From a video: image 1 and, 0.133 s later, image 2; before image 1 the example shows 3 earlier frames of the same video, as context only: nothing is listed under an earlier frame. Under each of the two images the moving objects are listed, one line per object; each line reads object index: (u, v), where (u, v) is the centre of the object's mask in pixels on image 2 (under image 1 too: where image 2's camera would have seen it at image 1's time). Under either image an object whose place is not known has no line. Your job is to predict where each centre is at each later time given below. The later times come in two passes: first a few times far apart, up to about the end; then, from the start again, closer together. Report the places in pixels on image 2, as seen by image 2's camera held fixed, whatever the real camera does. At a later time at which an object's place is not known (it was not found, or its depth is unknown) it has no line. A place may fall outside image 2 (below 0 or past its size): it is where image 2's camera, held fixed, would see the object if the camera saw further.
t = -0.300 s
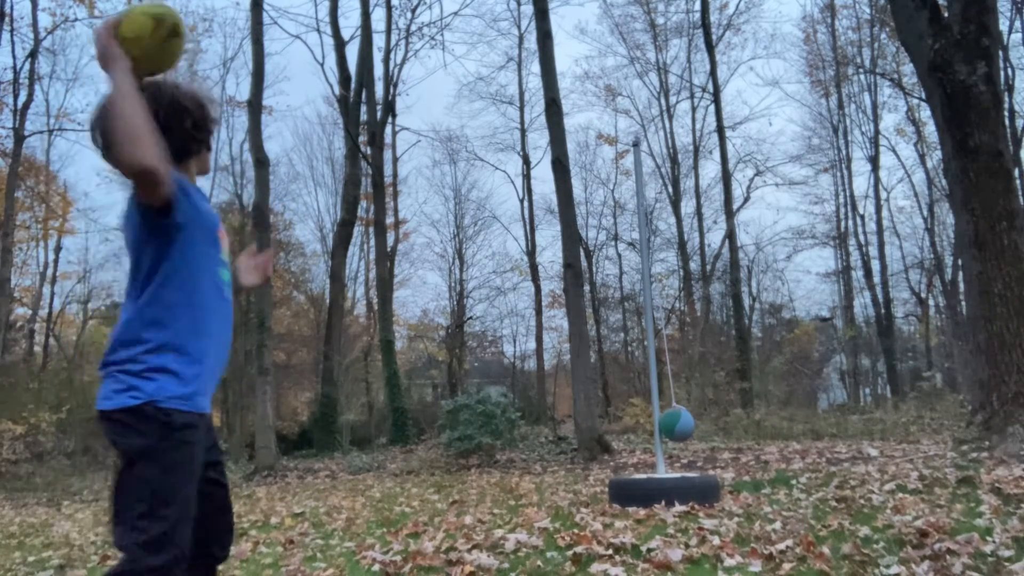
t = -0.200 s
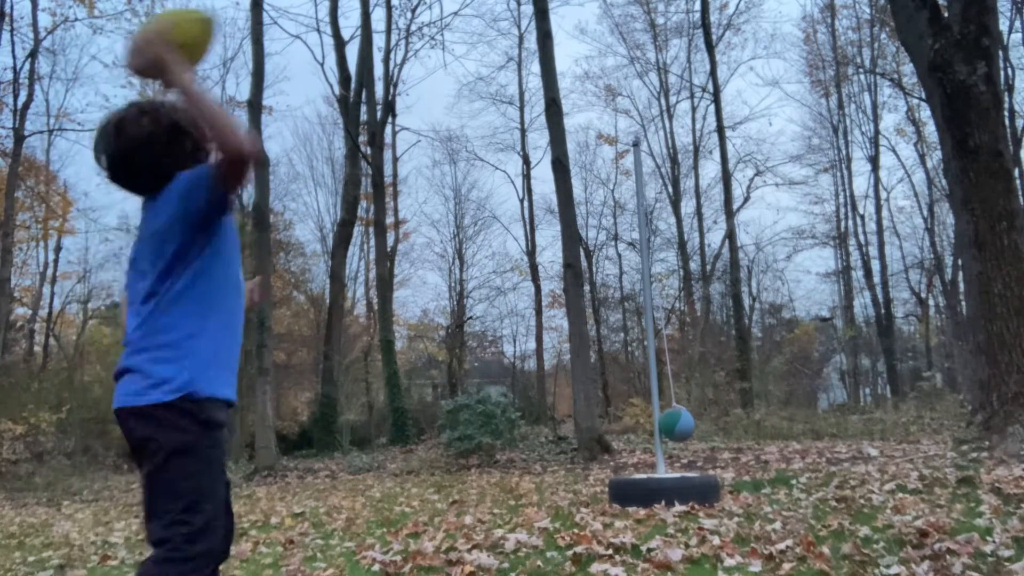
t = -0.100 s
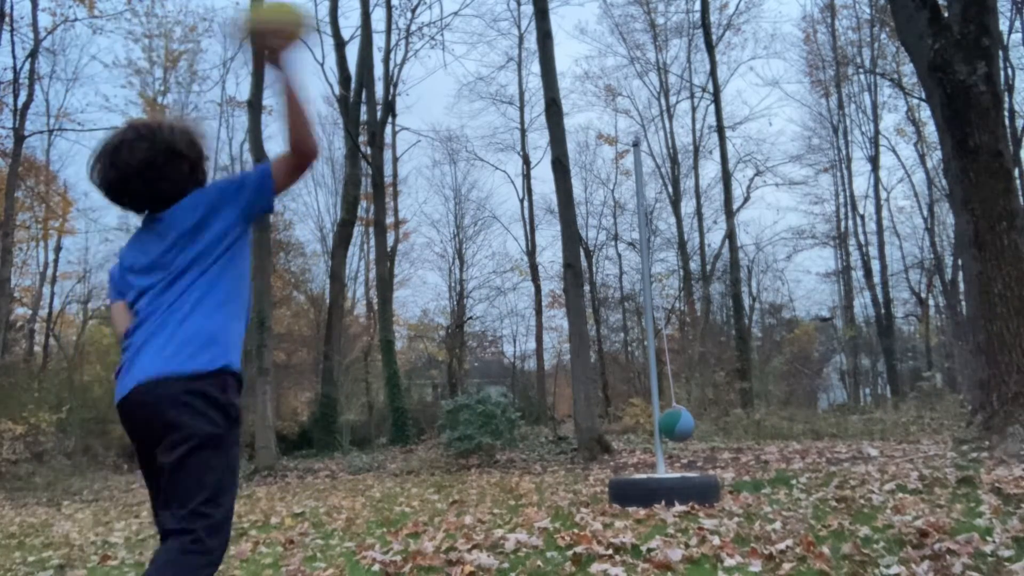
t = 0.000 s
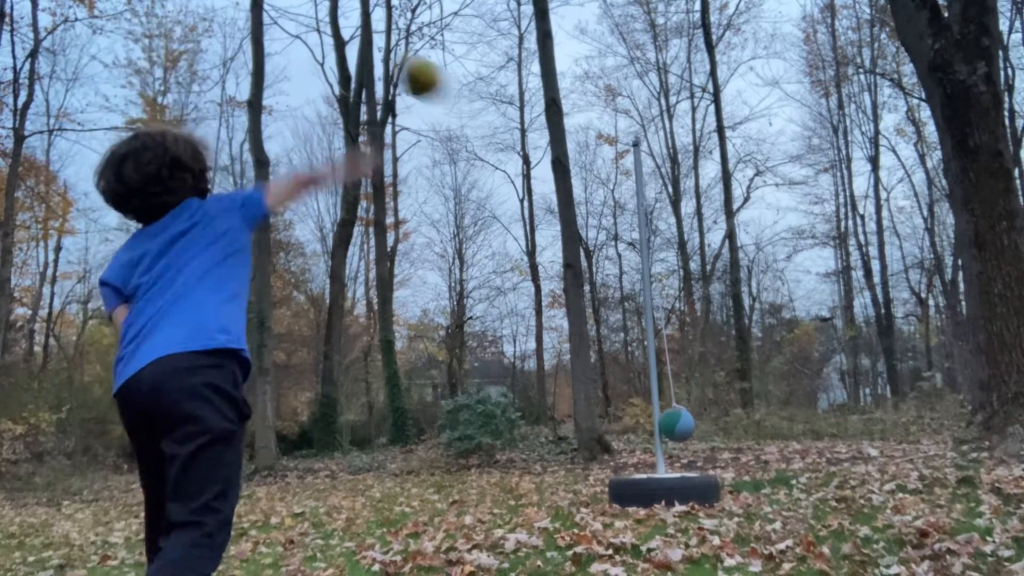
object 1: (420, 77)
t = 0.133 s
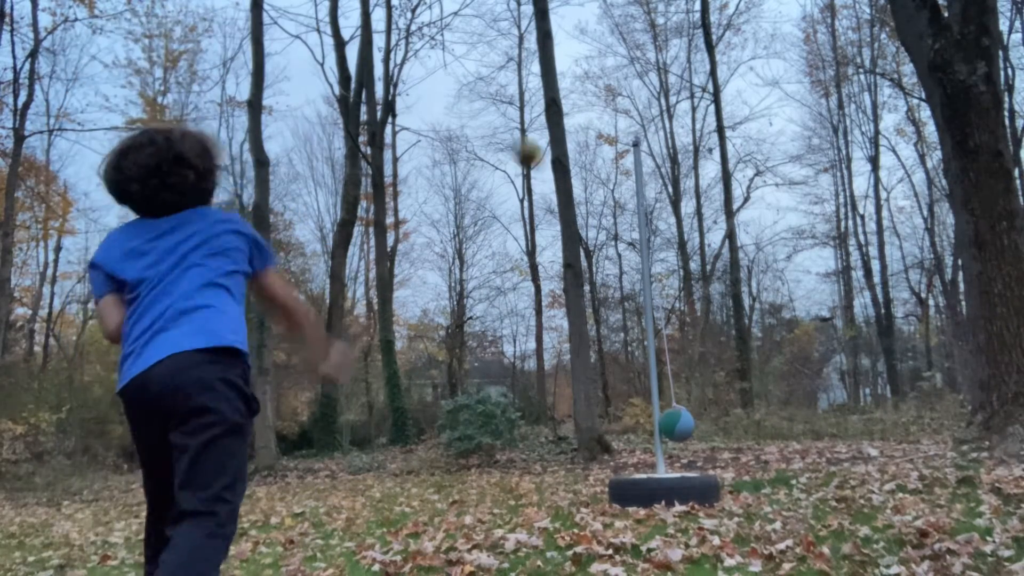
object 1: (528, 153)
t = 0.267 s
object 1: (592, 224)
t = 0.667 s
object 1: (632, 421)
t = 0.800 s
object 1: (632, 468)
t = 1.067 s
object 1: (593, 439)
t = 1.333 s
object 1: (561, 474)
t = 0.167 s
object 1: (549, 172)
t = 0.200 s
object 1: (563, 186)
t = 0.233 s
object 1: (578, 205)
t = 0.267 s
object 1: (592, 224)
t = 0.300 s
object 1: (606, 241)
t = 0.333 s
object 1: (617, 259)
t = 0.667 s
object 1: (632, 421)
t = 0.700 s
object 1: (634, 439)
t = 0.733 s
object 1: (637, 458)
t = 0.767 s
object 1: (636, 472)
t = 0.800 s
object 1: (632, 468)
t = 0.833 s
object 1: (627, 461)
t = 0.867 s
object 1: (622, 454)
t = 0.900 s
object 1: (616, 447)
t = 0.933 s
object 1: (611, 444)
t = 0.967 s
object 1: (606, 442)
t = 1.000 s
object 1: (602, 440)
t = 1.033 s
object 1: (597, 439)
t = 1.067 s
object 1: (593, 439)
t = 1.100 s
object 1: (589, 441)
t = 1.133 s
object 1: (584, 444)
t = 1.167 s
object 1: (580, 447)
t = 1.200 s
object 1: (576, 453)
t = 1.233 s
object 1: (572, 460)
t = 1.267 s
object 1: (569, 467)
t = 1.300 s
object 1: (564, 474)
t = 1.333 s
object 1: (561, 474)
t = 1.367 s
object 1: (555, 472)
